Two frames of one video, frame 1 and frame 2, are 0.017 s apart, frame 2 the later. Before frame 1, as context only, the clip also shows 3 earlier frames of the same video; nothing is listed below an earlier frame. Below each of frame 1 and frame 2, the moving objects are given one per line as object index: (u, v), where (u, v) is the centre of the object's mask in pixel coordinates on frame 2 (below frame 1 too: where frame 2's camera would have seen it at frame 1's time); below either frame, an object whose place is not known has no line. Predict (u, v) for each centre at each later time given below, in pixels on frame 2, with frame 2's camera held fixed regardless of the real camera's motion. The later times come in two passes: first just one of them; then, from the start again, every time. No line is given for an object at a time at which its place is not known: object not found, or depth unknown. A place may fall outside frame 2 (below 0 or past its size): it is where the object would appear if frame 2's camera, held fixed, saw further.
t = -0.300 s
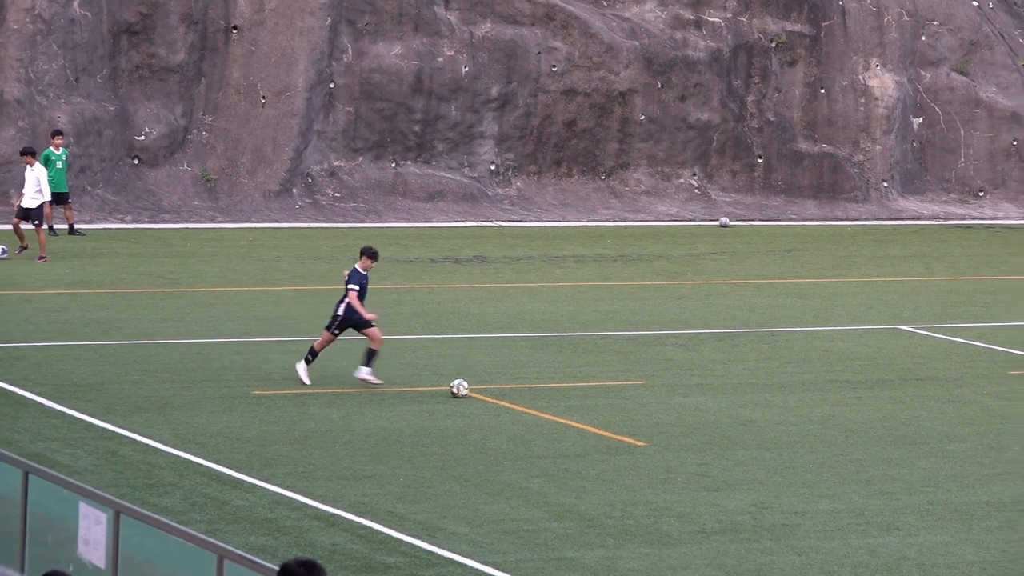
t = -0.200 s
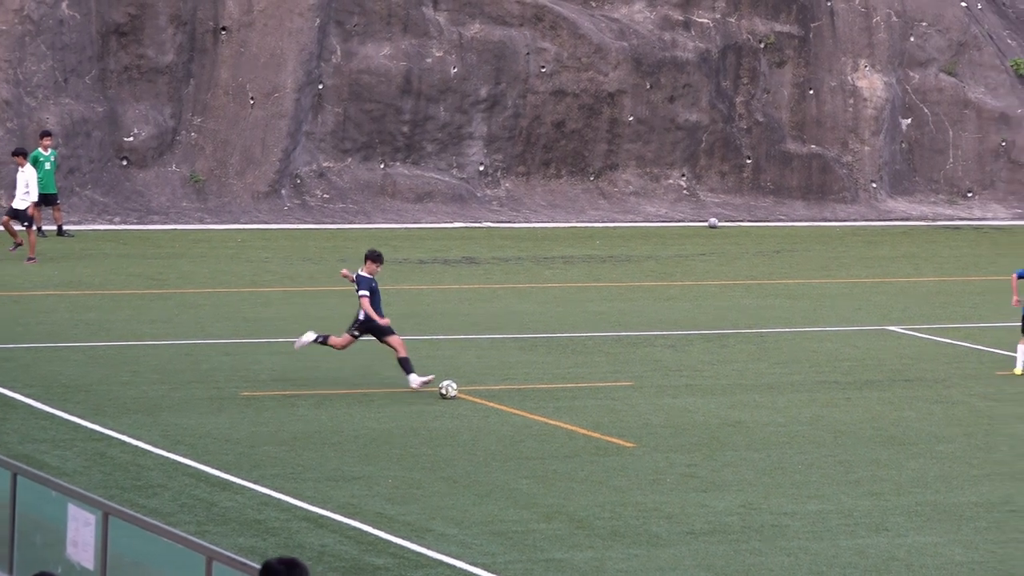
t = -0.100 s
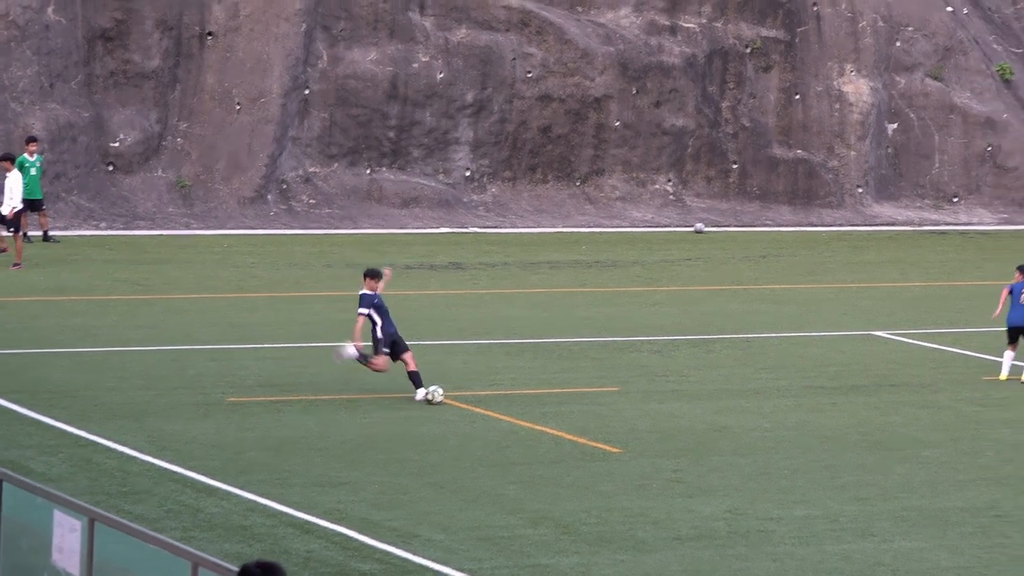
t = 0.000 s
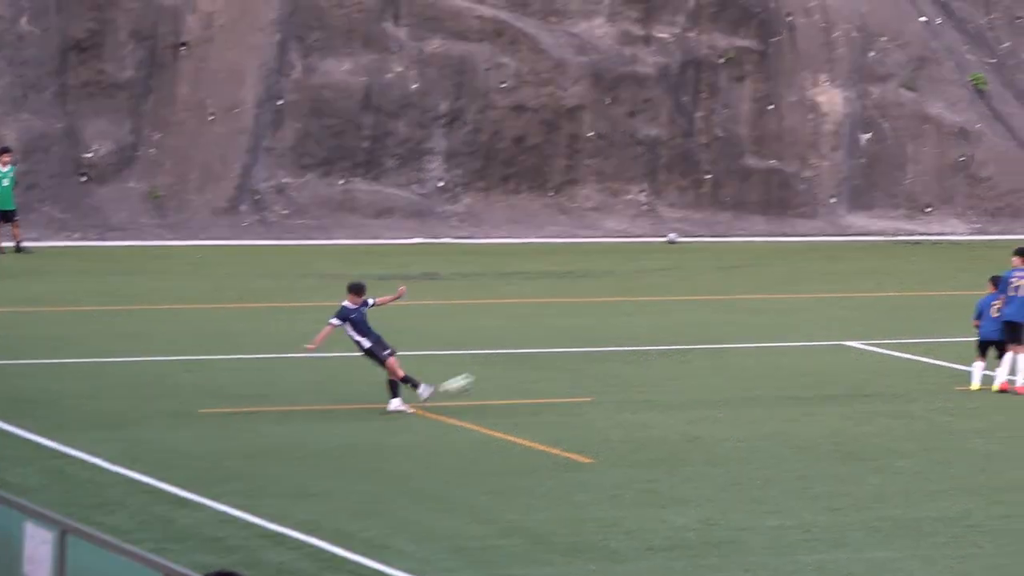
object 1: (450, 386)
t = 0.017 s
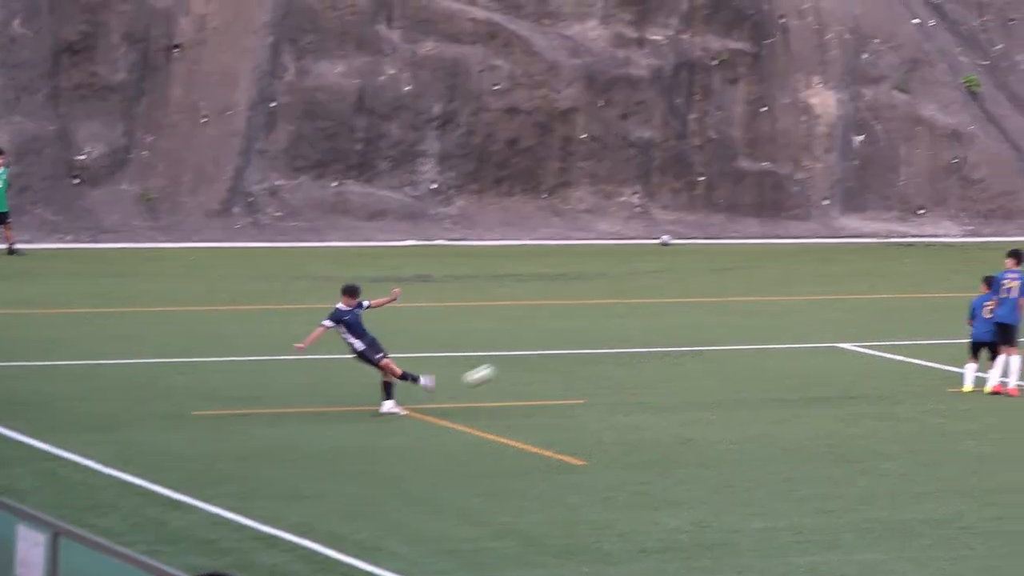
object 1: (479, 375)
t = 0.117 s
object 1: (649, 308)
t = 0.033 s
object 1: (509, 364)
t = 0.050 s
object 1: (538, 351)
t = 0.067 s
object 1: (566, 340)
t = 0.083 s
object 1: (595, 329)
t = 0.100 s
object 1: (623, 318)
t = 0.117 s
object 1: (649, 308)
